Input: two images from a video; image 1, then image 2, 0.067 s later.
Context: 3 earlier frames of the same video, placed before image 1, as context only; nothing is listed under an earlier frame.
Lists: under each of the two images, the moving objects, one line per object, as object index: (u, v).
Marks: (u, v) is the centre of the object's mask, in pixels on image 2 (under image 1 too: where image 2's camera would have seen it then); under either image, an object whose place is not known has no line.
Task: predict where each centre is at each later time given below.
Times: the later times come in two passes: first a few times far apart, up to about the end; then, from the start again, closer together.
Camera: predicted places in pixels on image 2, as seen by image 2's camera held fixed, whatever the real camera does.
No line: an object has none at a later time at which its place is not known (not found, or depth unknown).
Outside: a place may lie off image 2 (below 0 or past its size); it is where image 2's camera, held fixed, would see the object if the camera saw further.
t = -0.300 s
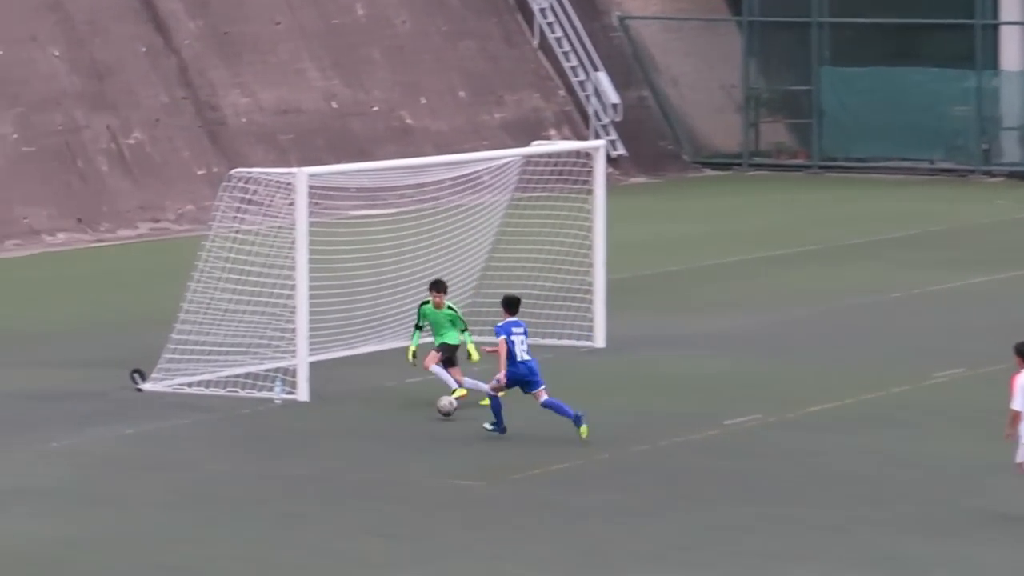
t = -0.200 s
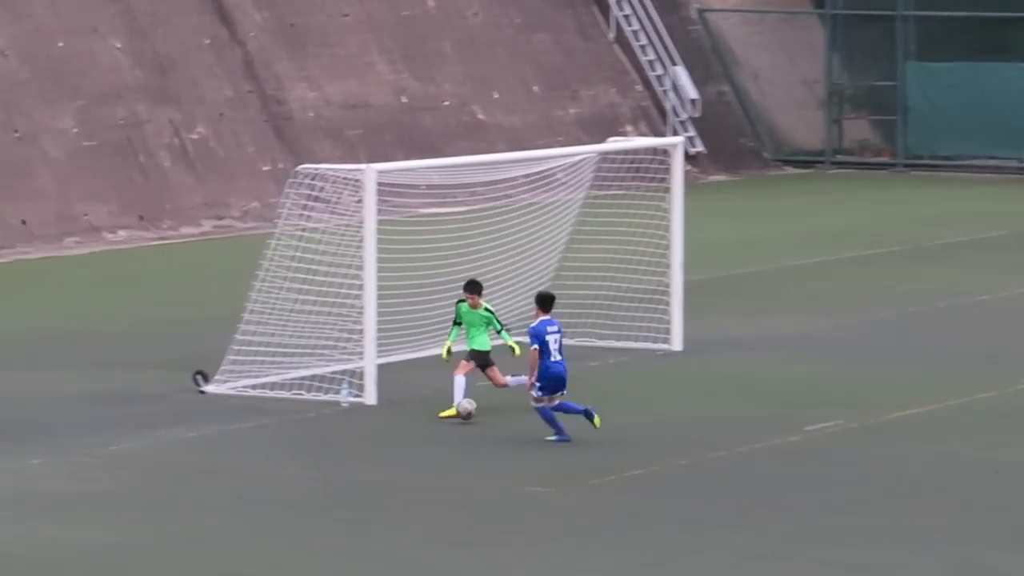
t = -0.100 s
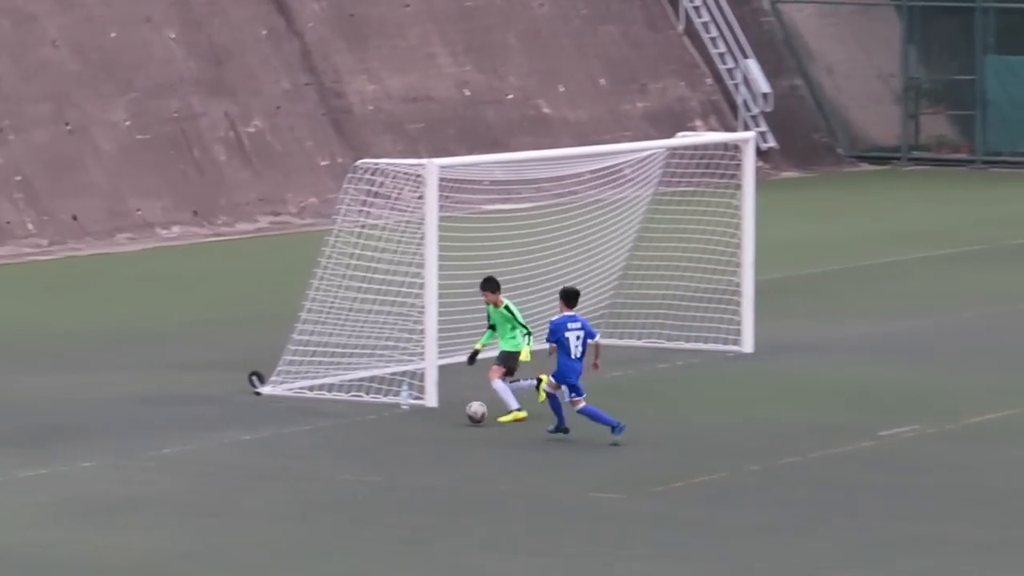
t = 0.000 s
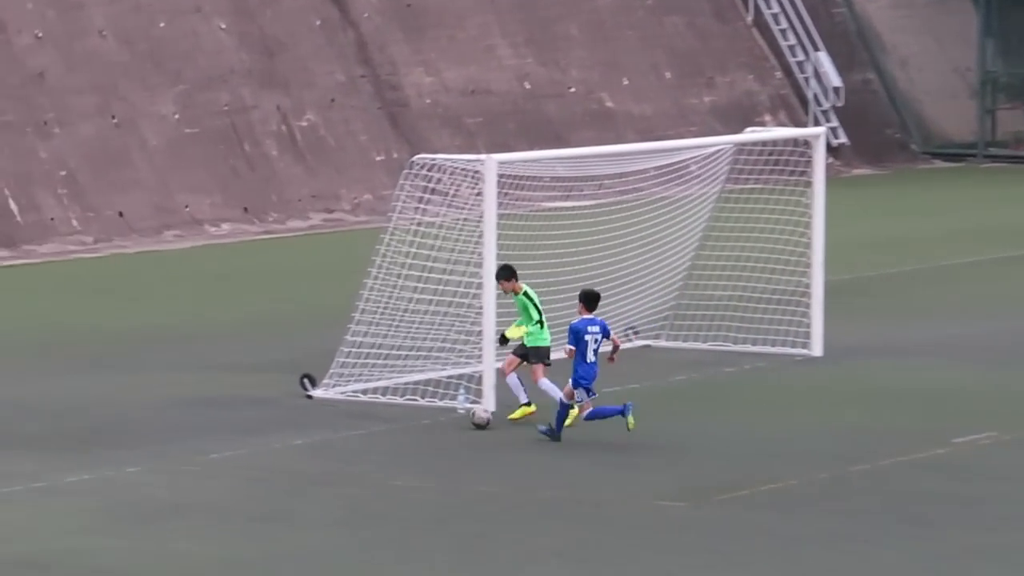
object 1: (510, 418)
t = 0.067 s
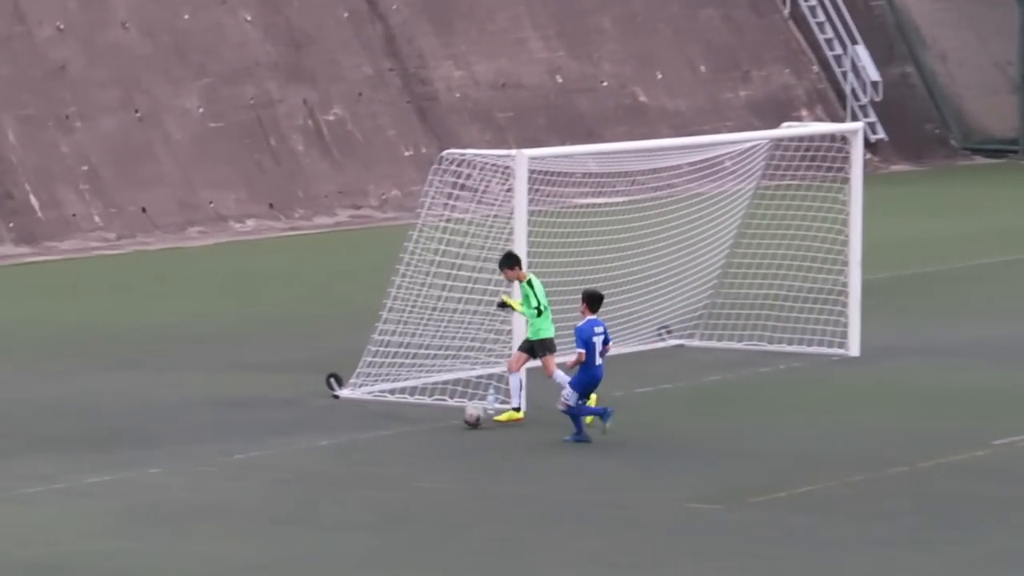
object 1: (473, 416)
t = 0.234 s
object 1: (384, 414)
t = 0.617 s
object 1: (186, 410)
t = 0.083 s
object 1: (465, 415)
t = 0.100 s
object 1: (455, 415)
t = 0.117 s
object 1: (447, 415)
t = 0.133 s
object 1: (438, 415)
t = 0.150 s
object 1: (429, 416)
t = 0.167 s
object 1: (419, 415)
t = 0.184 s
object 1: (411, 415)
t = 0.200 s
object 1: (402, 414)
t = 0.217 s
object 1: (393, 414)
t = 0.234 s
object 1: (384, 414)
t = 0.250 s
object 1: (376, 414)
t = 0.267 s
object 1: (367, 414)
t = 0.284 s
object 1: (358, 414)
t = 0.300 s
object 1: (349, 413)
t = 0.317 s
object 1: (341, 413)
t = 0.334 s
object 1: (331, 413)
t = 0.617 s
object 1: (186, 410)
